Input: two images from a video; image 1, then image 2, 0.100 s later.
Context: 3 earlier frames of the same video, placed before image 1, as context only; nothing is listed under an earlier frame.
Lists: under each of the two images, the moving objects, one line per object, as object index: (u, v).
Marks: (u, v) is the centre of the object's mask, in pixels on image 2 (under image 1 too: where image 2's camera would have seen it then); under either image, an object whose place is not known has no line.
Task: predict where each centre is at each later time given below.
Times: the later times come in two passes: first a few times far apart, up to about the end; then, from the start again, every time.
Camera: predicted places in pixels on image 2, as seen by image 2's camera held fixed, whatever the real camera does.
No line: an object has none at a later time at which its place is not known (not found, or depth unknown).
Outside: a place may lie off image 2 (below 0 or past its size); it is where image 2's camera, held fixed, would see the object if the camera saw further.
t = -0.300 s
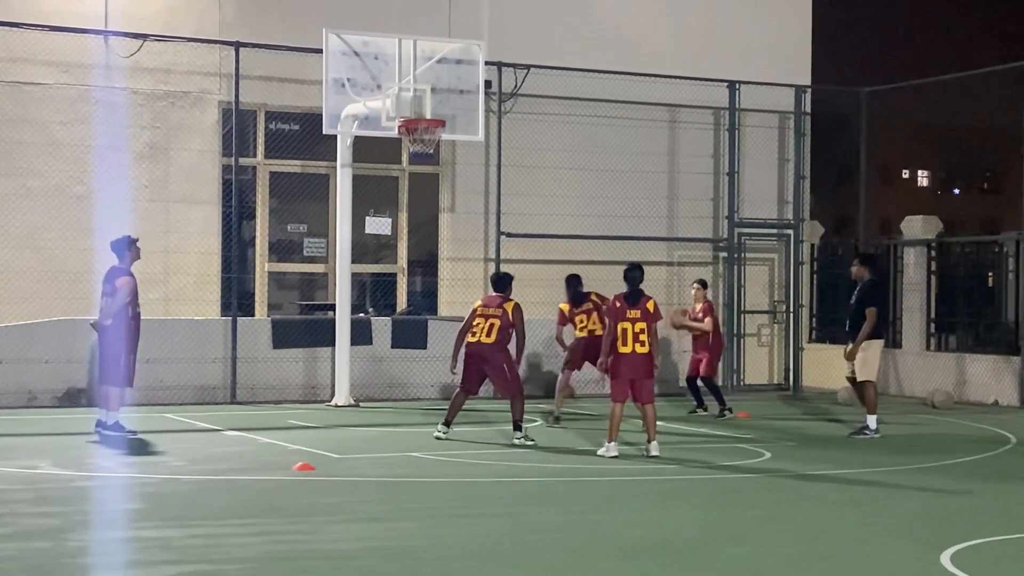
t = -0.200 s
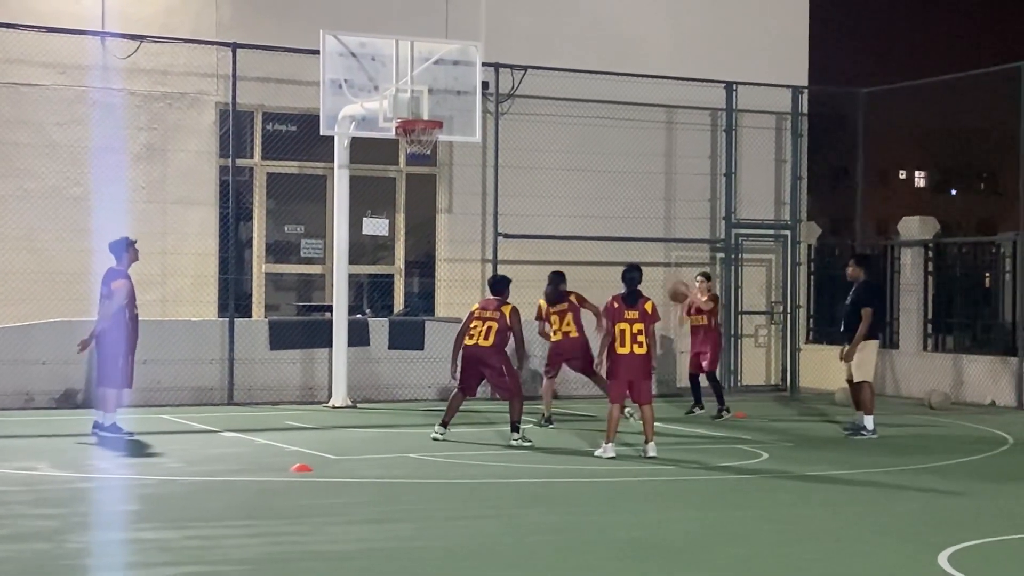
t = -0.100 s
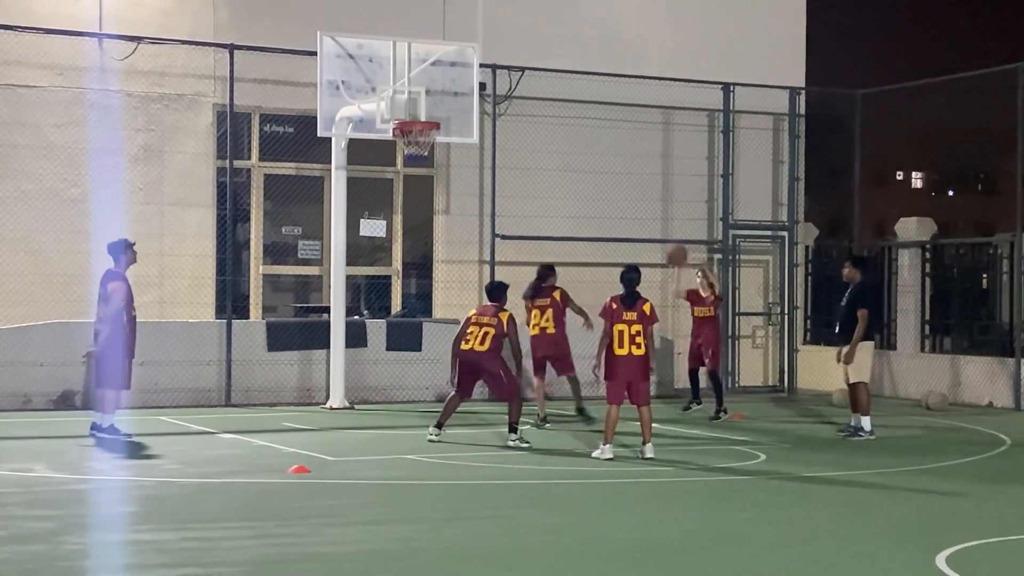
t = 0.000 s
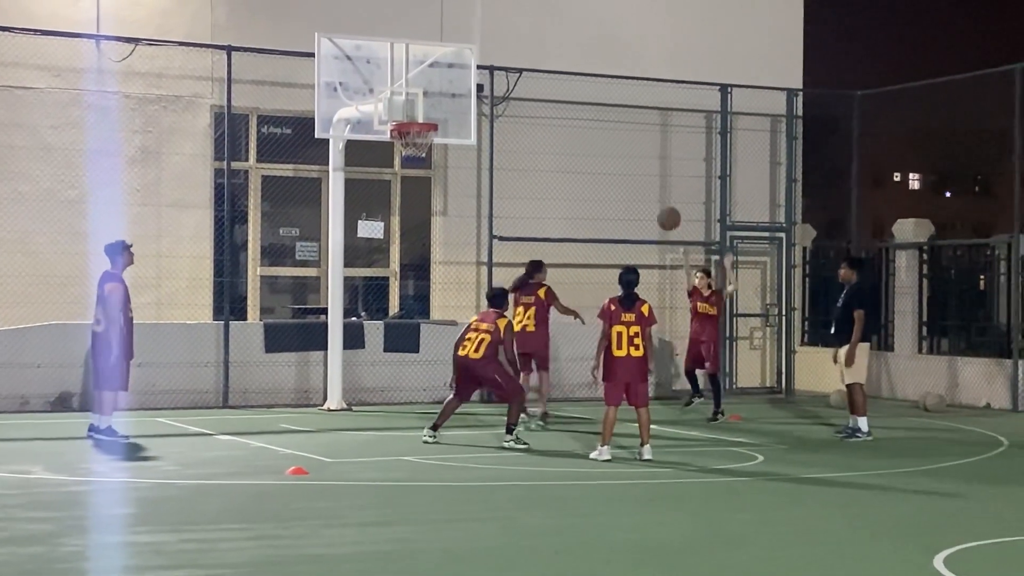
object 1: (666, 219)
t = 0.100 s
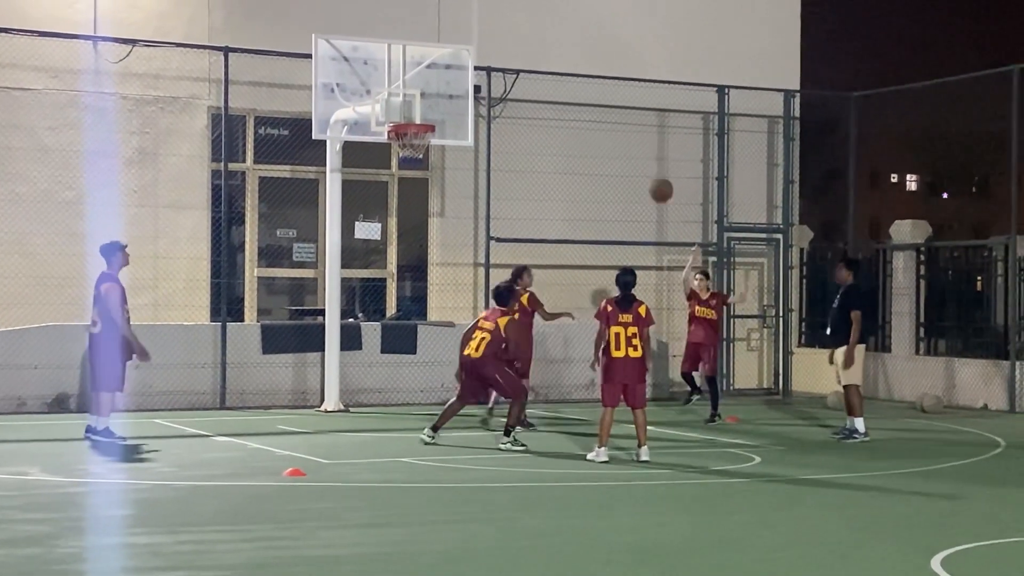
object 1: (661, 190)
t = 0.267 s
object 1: (652, 161)
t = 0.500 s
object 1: (636, 167)
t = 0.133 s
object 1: (659, 181)
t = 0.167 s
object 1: (658, 175)
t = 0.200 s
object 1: (655, 169)
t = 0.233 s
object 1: (654, 164)
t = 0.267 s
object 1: (652, 161)
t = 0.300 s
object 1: (650, 158)
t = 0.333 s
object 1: (648, 156)
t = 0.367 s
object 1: (646, 156)
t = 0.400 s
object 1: (644, 157)
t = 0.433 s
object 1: (642, 159)
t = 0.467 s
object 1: (639, 162)
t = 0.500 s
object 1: (636, 167)
